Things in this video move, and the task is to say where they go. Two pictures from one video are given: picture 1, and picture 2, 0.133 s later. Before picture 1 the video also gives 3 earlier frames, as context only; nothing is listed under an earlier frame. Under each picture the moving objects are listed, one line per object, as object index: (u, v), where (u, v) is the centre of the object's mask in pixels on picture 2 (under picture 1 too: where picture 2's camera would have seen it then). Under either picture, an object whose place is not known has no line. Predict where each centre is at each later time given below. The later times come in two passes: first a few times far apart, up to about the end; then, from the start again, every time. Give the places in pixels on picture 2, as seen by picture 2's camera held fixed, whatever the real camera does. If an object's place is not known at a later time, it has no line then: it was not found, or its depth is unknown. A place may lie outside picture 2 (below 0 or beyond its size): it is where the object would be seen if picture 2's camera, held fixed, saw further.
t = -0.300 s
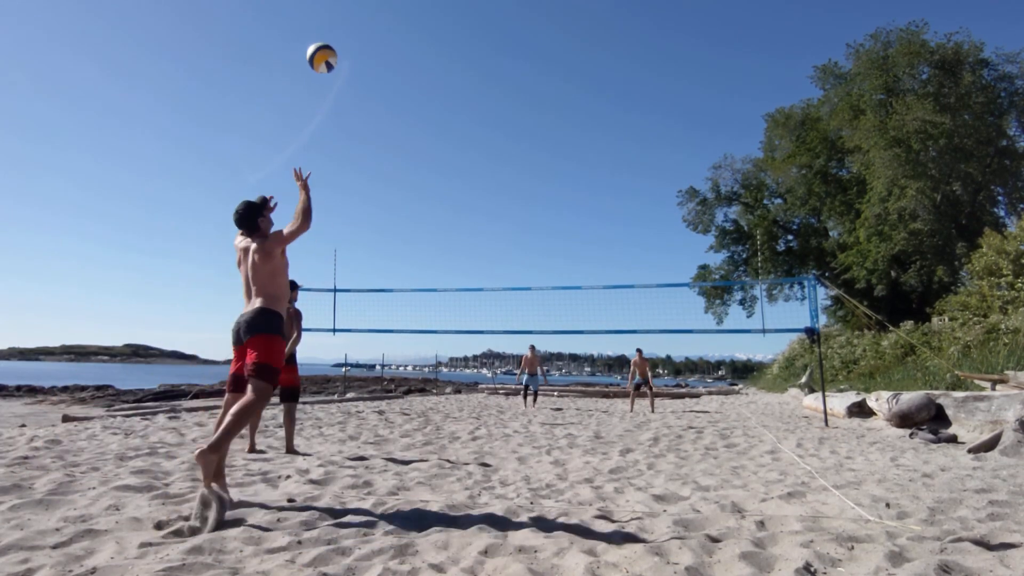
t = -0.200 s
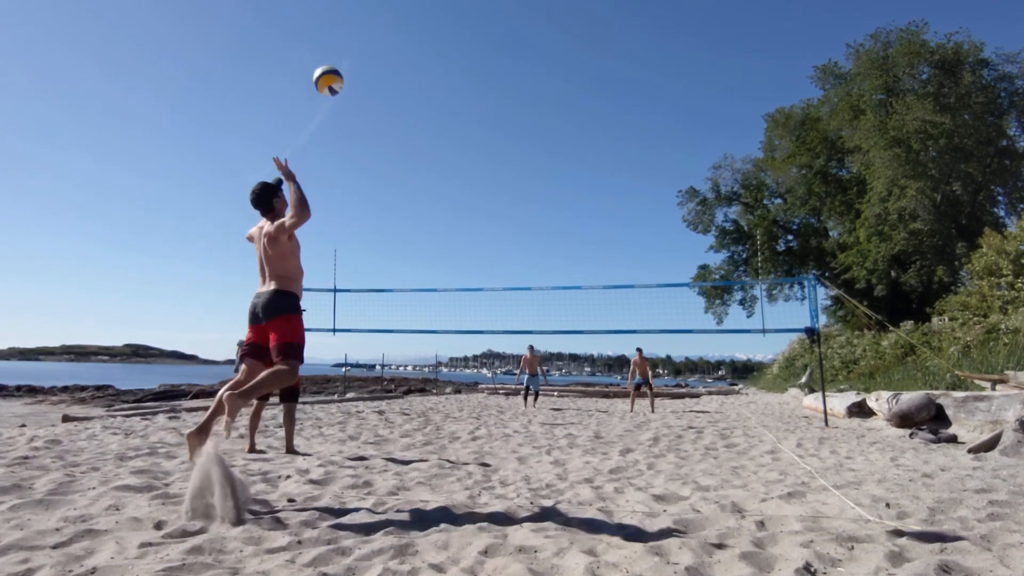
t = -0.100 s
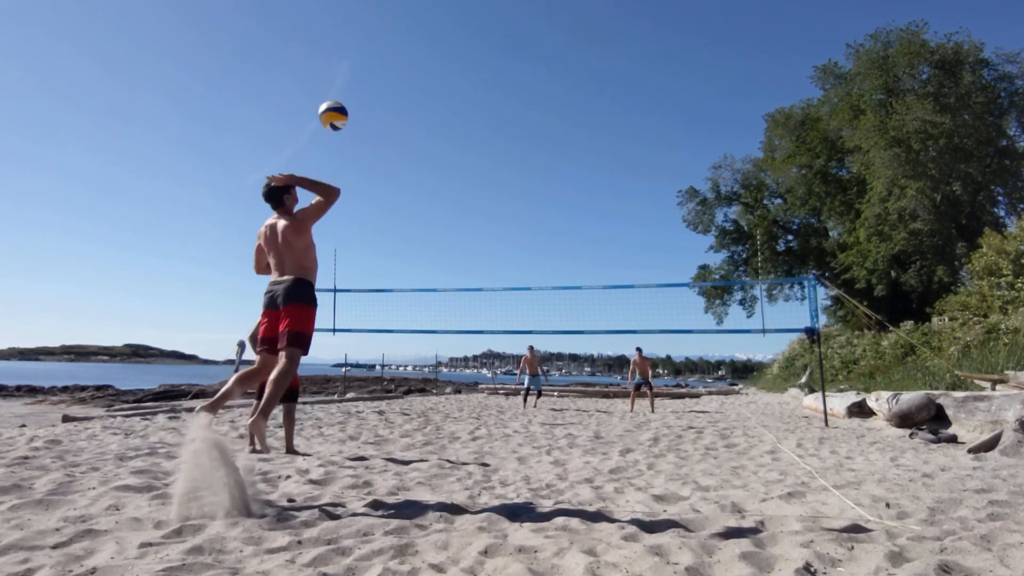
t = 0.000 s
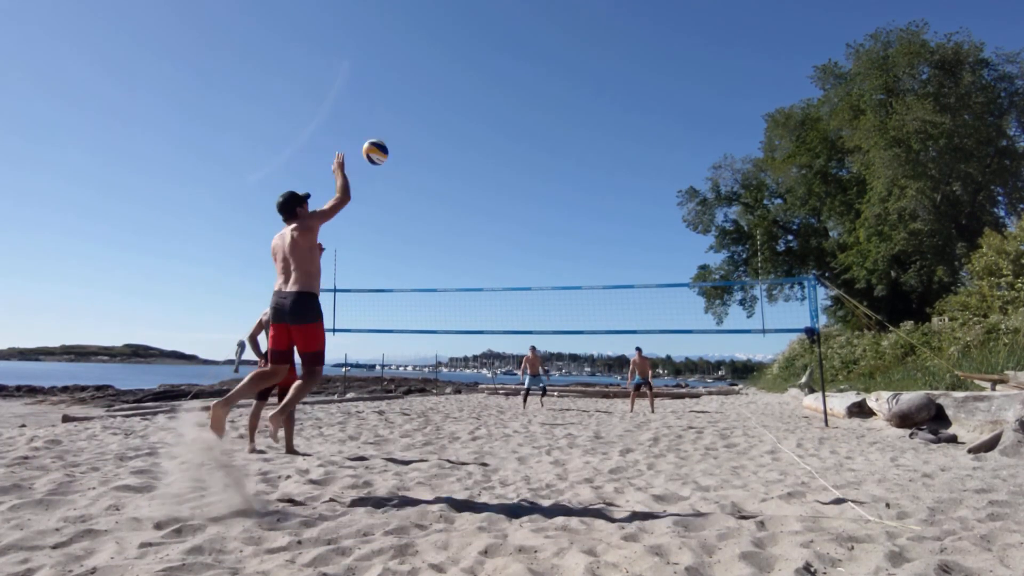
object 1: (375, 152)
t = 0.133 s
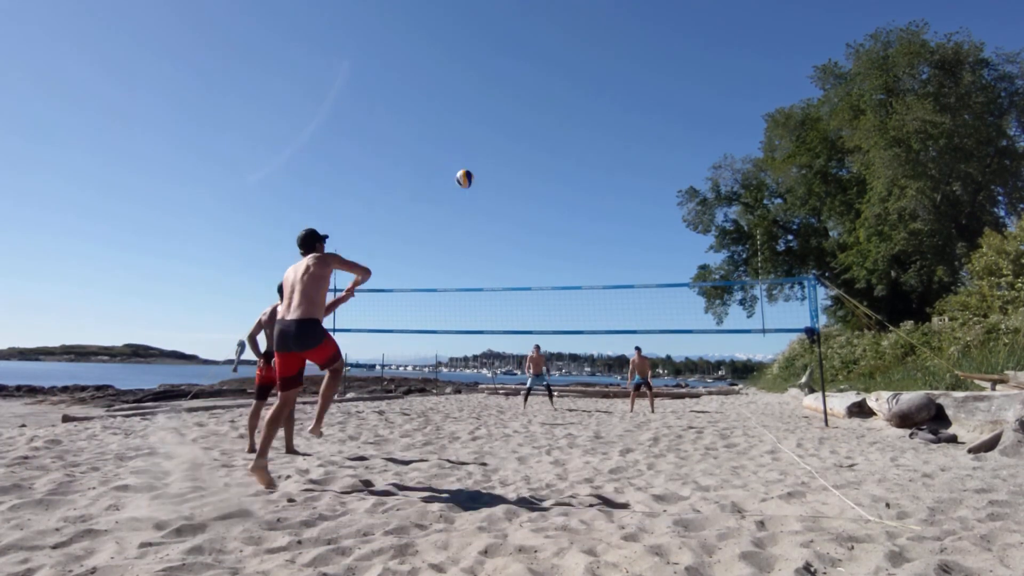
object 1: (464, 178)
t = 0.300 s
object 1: (528, 214)
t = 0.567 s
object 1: (585, 277)
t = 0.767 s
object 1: (609, 324)
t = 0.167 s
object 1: (480, 185)
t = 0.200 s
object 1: (494, 192)
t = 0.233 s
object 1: (506, 199)
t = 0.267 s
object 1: (517, 206)
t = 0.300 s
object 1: (528, 214)
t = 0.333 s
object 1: (537, 222)
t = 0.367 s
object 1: (546, 229)
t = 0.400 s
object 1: (555, 237)
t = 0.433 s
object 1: (562, 245)
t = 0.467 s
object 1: (569, 253)
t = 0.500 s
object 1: (575, 261)
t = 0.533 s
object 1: (580, 269)
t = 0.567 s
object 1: (585, 277)
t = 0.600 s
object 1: (591, 283)
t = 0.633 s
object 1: (595, 293)
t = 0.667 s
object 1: (599, 300)
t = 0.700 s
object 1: (602, 308)
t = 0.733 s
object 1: (605, 316)
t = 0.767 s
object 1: (609, 324)
